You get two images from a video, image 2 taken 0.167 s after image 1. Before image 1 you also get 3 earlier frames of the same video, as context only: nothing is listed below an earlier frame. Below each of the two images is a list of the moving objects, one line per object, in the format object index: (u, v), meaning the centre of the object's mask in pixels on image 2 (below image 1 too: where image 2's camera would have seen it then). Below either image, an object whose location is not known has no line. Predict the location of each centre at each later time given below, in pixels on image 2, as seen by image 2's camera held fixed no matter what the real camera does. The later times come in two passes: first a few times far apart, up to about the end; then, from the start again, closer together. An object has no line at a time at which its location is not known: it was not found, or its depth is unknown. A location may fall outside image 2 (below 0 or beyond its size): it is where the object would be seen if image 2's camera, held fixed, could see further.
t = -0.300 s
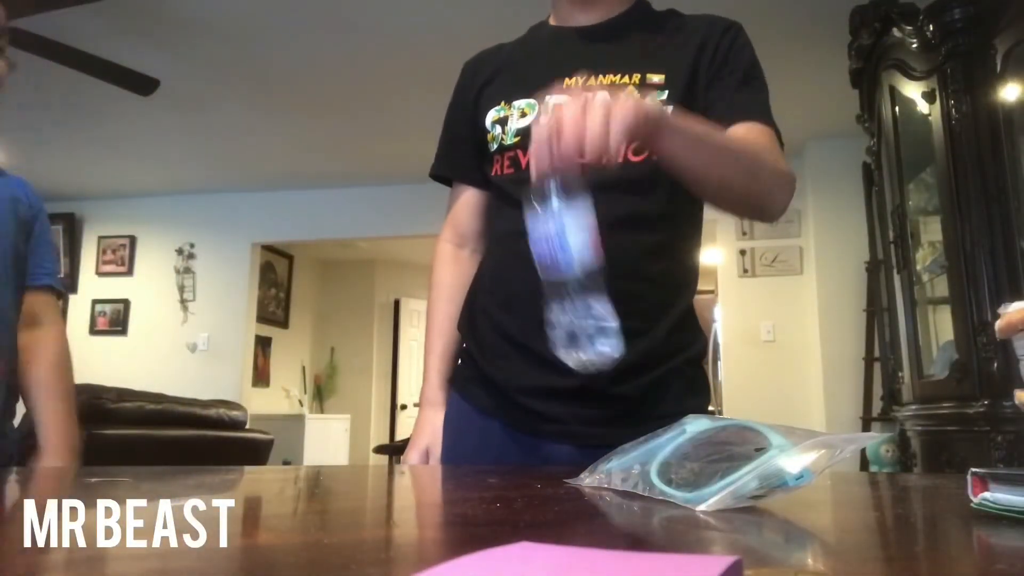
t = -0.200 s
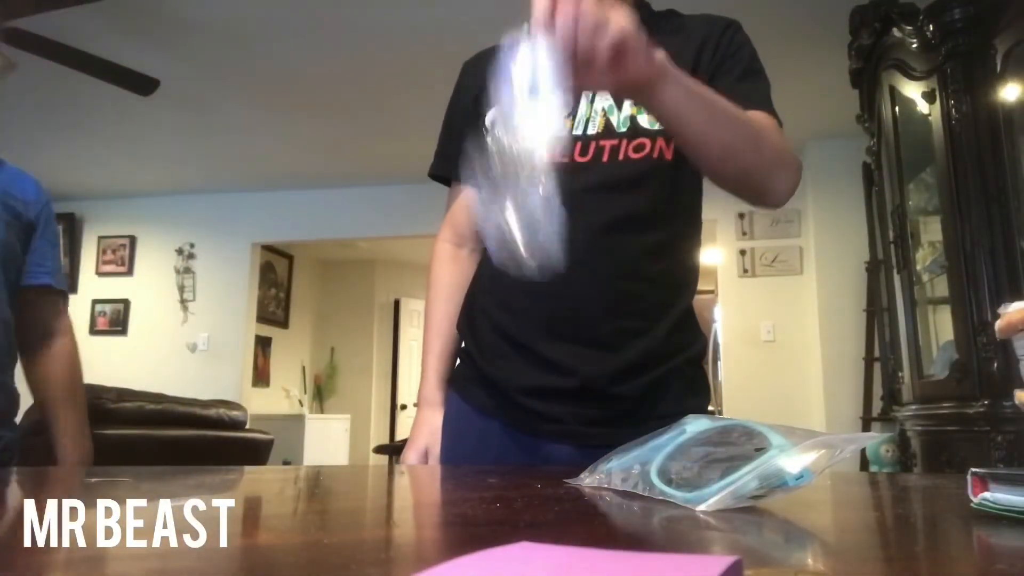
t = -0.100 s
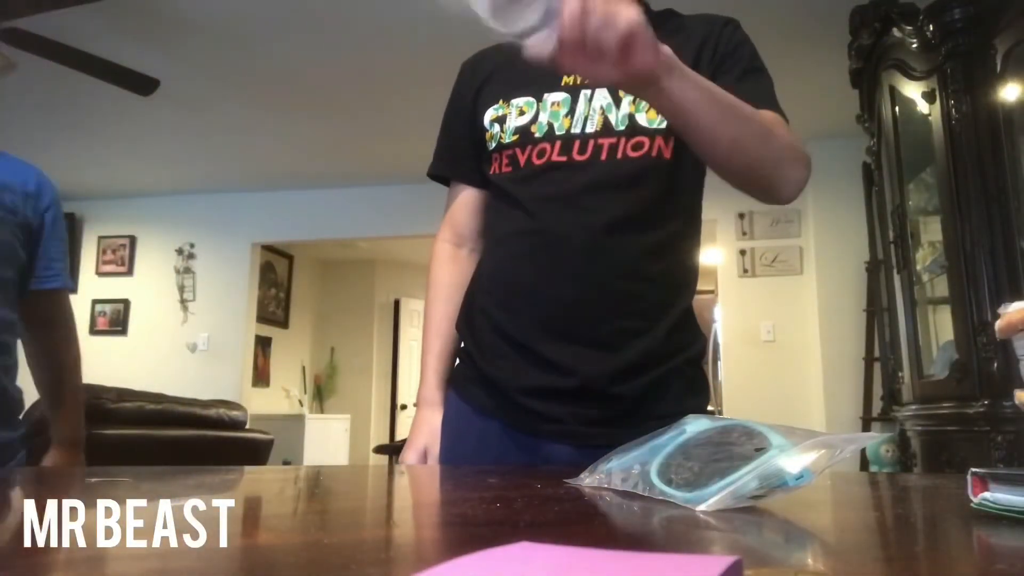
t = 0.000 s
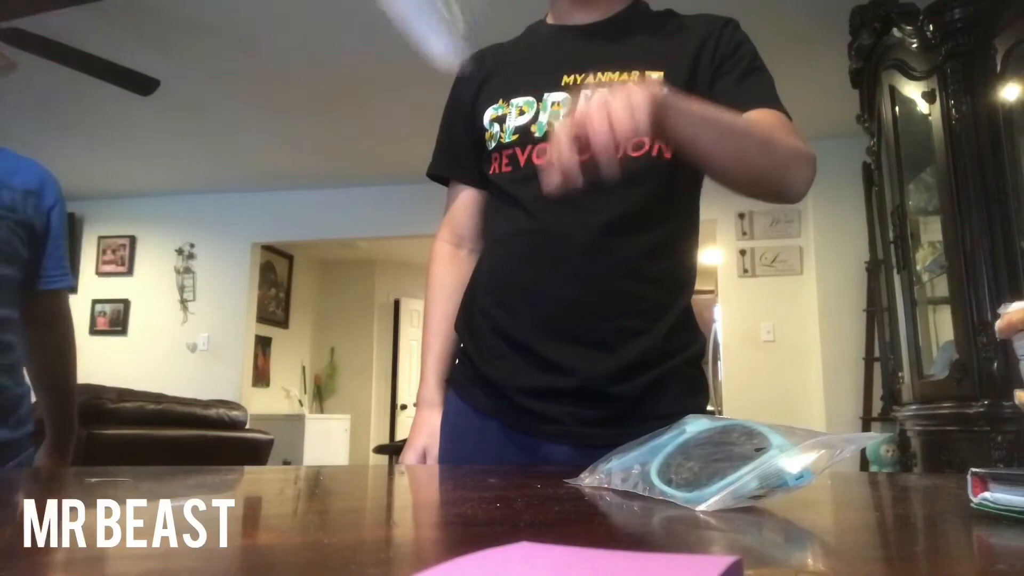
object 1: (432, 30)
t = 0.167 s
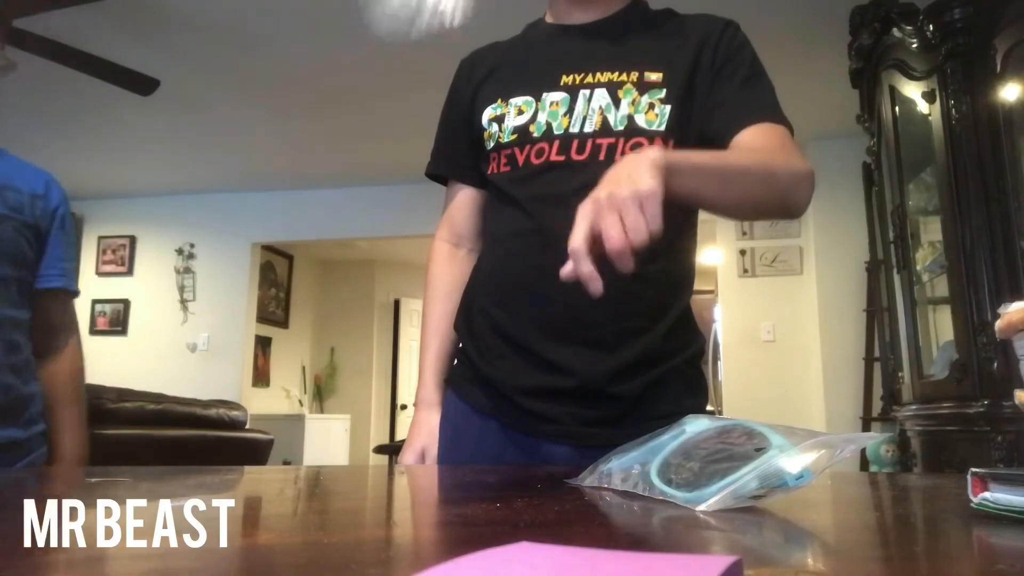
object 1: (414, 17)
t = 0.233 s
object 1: (373, 100)
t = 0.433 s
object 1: (319, 276)
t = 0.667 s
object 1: (312, 277)
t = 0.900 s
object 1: (312, 277)
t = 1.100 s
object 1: (312, 277)
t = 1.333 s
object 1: (312, 277)
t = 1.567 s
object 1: (312, 277)
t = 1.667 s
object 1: (312, 278)
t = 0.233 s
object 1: (373, 100)
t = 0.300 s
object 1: (328, 241)
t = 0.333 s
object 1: (322, 263)
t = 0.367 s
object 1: (315, 266)
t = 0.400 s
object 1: (313, 269)
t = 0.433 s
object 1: (319, 276)
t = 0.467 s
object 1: (317, 274)
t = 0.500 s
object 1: (311, 276)
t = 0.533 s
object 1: (312, 277)
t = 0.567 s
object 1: (313, 278)
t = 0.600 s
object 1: (312, 277)
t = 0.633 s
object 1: (312, 277)
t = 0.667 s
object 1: (312, 277)
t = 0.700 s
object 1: (312, 277)
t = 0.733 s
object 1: (312, 277)
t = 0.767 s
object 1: (312, 277)
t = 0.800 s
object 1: (312, 277)
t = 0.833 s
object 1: (312, 277)
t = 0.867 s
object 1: (312, 277)
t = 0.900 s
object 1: (312, 277)
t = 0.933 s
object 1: (312, 277)
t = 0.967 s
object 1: (312, 277)
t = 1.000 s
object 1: (312, 277)
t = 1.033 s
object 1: (312, 277)
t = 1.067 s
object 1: (312, 277)
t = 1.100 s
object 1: (312, 277)
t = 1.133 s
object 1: (312, 277)
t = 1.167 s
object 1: (312, 277)
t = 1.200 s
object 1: (312, 277)
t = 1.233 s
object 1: (312, 277)
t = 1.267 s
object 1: (312, 277)
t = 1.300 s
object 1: (312, 277)
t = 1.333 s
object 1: (312, 277)
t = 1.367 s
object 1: (312, 278)
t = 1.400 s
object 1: (312, 277)
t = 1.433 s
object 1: (312, 277)
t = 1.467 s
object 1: (312, 277)
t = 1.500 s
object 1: (312, 277)
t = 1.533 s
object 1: (312, 277)
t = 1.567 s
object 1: (312, 277)
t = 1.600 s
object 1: (312, 277)
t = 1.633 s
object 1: (312, 278)
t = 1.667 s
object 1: (312, 278)
